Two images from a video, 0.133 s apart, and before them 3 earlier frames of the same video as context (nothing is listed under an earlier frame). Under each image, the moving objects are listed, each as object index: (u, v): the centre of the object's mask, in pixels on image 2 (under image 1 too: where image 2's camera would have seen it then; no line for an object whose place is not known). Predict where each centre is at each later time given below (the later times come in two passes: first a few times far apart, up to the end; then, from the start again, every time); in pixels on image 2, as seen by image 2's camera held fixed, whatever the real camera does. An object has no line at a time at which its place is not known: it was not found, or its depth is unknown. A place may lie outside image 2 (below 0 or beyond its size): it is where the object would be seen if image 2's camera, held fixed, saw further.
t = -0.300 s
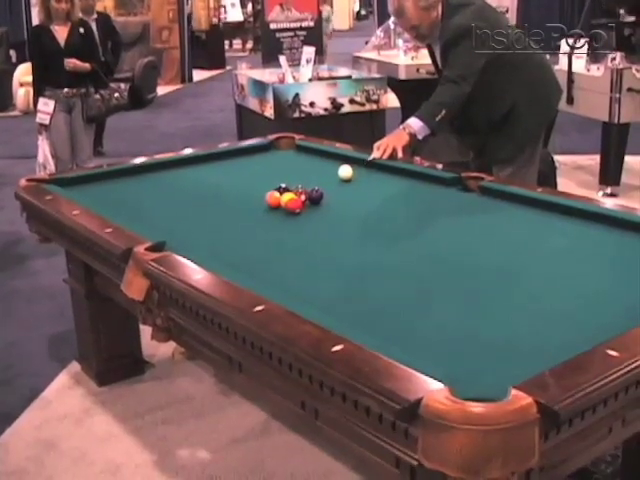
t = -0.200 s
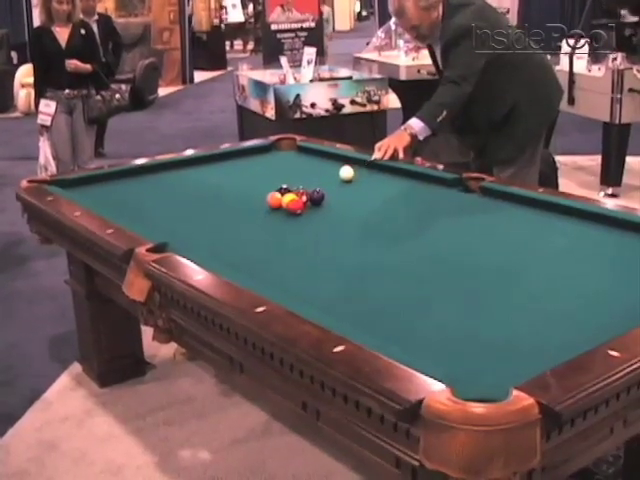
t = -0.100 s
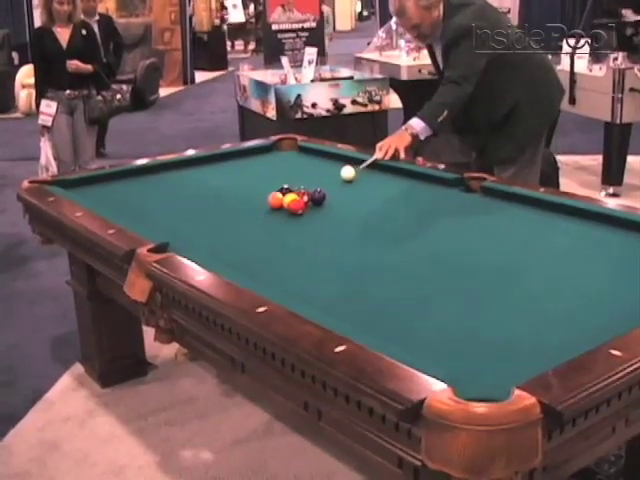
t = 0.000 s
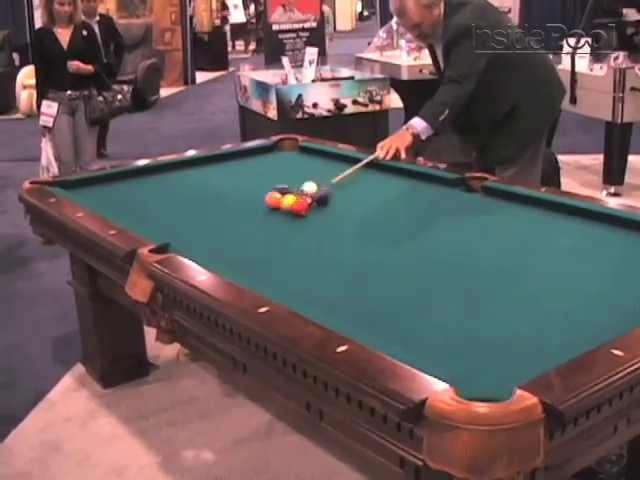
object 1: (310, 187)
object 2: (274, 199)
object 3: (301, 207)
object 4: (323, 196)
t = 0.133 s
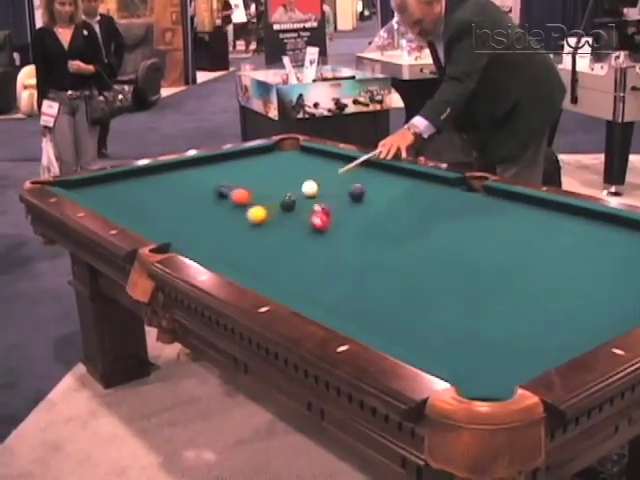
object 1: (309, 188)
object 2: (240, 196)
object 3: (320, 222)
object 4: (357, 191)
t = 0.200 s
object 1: (311, 187)
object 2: (227, 195)
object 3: (329, 229)
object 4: (370, 190)
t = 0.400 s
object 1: (324, 180)
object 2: (187, 193)
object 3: (355, 252)
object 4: (409, 187)
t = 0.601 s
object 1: (338, 173)
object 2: (151, 190)
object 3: (386, 278)
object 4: (446, 182)
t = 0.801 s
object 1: (351, 166)
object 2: (117, 188)
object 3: (423, 309)
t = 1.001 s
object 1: (356, 161)
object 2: (85, 186)
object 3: (467, 346)
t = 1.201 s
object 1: (337, 162)
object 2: (56, 183)
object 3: (485, 386)
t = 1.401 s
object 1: (318, 163)
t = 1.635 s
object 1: (297, 163)
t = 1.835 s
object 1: (281, 164)
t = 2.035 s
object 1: (266, 165)
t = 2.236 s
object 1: (251, 166)
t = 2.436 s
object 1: (238, 168)
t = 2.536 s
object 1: (230, 169)
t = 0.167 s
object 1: (310, 187)
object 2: (233, 196)
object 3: (325, 226)
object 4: (364, 191)
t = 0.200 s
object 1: (311, 187)
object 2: (227, 195)
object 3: (329, 229)
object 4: (370, 190)
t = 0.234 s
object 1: (313, 186)
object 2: (220, 195)
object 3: (332, 233)
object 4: (377, 189)
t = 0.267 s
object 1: (315, 184)
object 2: (213, 194)
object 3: (337, 236)
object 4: (384, 189)
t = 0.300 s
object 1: (317, 183)
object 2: (206, 194)
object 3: (341, 240)
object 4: (391, 189)
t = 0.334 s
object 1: (319, 182)
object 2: (200, 194)
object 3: (346, 244)
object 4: (396, 188)
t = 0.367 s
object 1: (322, 181)
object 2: (194, 193)
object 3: (350, 248)
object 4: (403, 186)
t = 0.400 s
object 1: (324, 180)
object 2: (187, 193)
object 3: (355, 252)
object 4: (409, 187)
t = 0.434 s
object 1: (327, 179)
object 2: (181, 192)
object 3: (360, 256)
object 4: (416, 187)
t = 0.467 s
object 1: (329, 177)
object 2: (175, 192)
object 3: (364, 260)
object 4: (422, 185)
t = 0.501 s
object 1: (331, 176)
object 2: (168, 192)
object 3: (370, 264)
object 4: (428, 185)
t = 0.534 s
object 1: (334, 175)
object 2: (162, 191)
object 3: (375, 269)
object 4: (435, 184)
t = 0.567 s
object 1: (336, 174)
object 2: (156, 191)
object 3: (380, 274)
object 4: (441, 184)
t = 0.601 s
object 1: (338, 173)
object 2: (151, 190)
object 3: (386, 278)
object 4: (446, 182)
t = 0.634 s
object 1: (340, 171)
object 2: (145, 189)
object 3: (392, 282)
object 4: (453, 182)
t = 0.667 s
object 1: (343, 170)
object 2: (139, 189)
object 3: (398, 288)
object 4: (458, 183)
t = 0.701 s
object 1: (345, 169)
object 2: (134, 189)
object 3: (403, 293)
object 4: (463, 182)
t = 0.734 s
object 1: (347, 168)
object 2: (128, 189)
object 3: (410, 298)
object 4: (470, 183)
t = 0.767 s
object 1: (349, 167)
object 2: (122, 188)
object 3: (416, 303)
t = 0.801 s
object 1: (351, 166)
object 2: (117, 188)
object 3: (423, 309)
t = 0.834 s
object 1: (353, 165)
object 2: (112, 188)
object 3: (430, 315)
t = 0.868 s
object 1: (355, 164)
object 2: (106, 187)
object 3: (436, 321)
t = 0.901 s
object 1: (357, 163)
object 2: (101, 187)
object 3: (444, 327)
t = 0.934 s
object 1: (359, 162)
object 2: (96, 187)
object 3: (451, 333)
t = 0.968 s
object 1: (360, 161)
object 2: (90, 186)
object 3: (459, 340)
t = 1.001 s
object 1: (356, 161)
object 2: (85, 186)
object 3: (467, 346)
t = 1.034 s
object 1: (353, 161)
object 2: (80, 186)
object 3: (475, 353)
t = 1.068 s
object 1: (349, 162)
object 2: (75, 185)
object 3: (484, 361)
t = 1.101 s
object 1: (346, 162)
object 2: (70, 184)
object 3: (492, 367)
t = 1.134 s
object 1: (343, 162)
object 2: (65, 183)
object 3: (500, 375)
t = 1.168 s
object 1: (339, 162)
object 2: (61, 183)
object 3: (495, 379)
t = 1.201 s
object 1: (337, 162)
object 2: (56, 183)
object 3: (485, 386)
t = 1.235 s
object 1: (333, 162)
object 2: (53, 185)
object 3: (477, 393)
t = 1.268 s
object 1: (330, 162)
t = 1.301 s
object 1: (327, 162)
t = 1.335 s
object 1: (324, 163)
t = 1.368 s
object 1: (321, 163)
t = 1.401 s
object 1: (318, 163)
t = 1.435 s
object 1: (315, 163)
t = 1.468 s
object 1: (312, 163)
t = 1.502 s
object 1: (309, 163)
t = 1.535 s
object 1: (306, 163)
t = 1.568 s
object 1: (303, 163)
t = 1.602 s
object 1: (300, 163)
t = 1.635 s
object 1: (297, 163)
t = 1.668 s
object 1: (295, 164)
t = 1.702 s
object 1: (292, 164)
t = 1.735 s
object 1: (289, 164)
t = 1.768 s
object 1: (286, 164)
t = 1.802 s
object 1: (284, 164)
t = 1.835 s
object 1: (281, 164)
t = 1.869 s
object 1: (278, 164)
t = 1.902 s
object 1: (276, 164)
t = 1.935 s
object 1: (273, 165)
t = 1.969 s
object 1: (271, 165)
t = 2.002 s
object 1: (268, 165)
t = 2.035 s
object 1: (266, 165)
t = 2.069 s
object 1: (263, 165)
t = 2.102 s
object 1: (261, 166)
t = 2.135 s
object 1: (259, 166)
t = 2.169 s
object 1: (256, 166)
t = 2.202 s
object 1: (254, 166)
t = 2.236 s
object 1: (251, 166)
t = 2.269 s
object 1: (249, 166)
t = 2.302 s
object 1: (247, 166)
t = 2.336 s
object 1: (245, 167)
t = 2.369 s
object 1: (242, 167)
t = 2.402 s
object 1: (240, 168)
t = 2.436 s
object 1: (238, 168)
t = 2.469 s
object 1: (235, 168)
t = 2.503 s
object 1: (233, 169)
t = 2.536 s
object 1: (230, 169)
